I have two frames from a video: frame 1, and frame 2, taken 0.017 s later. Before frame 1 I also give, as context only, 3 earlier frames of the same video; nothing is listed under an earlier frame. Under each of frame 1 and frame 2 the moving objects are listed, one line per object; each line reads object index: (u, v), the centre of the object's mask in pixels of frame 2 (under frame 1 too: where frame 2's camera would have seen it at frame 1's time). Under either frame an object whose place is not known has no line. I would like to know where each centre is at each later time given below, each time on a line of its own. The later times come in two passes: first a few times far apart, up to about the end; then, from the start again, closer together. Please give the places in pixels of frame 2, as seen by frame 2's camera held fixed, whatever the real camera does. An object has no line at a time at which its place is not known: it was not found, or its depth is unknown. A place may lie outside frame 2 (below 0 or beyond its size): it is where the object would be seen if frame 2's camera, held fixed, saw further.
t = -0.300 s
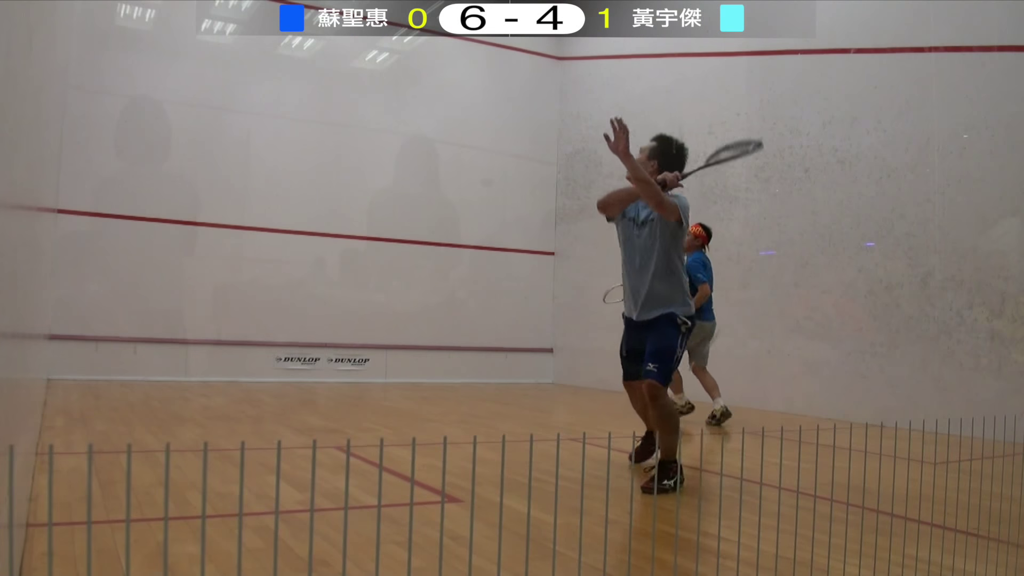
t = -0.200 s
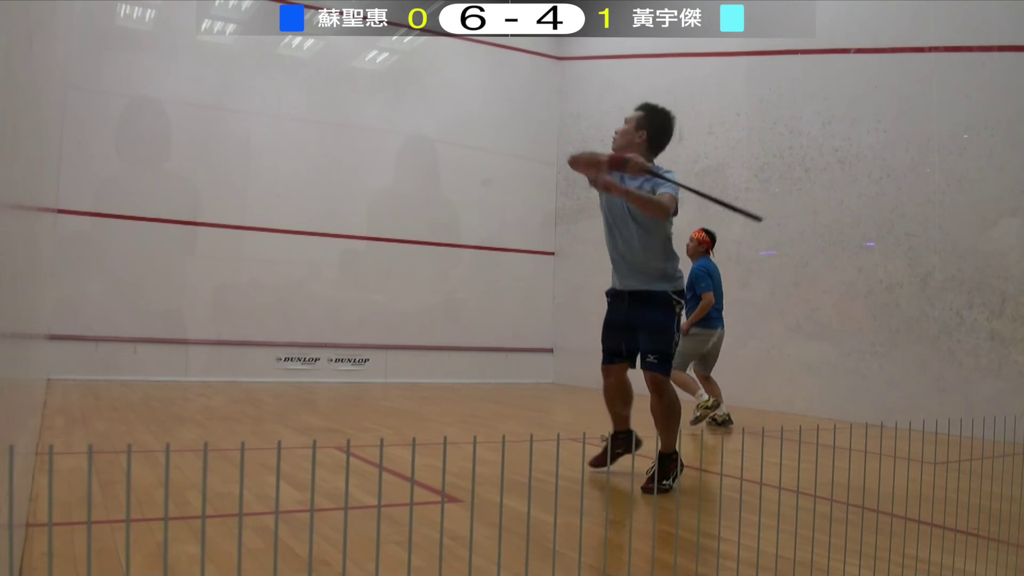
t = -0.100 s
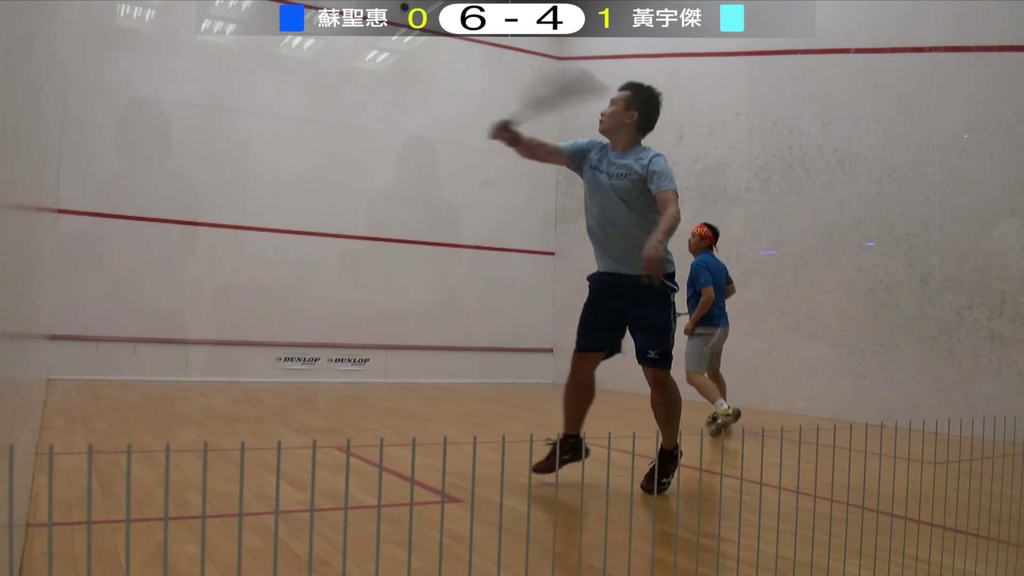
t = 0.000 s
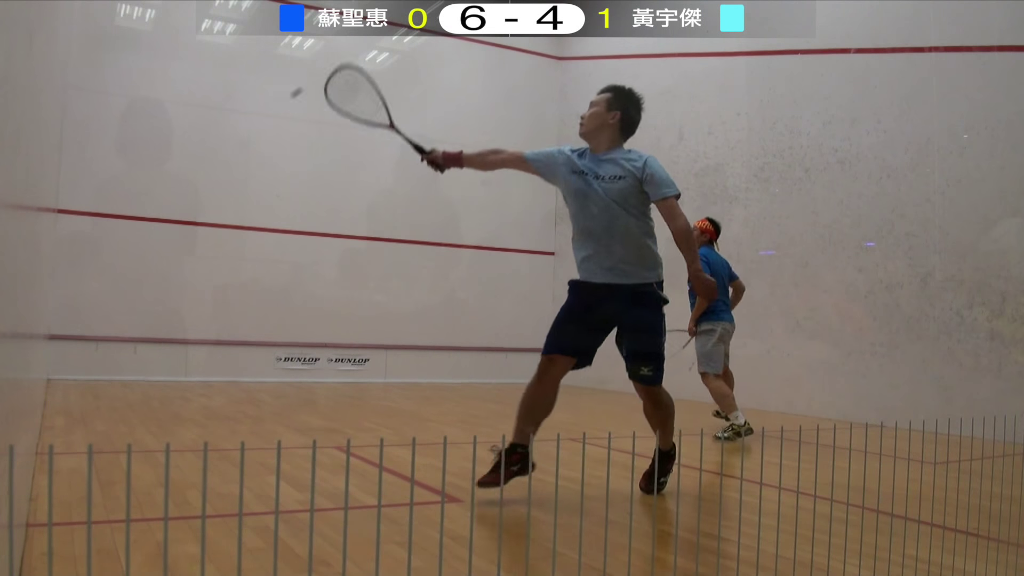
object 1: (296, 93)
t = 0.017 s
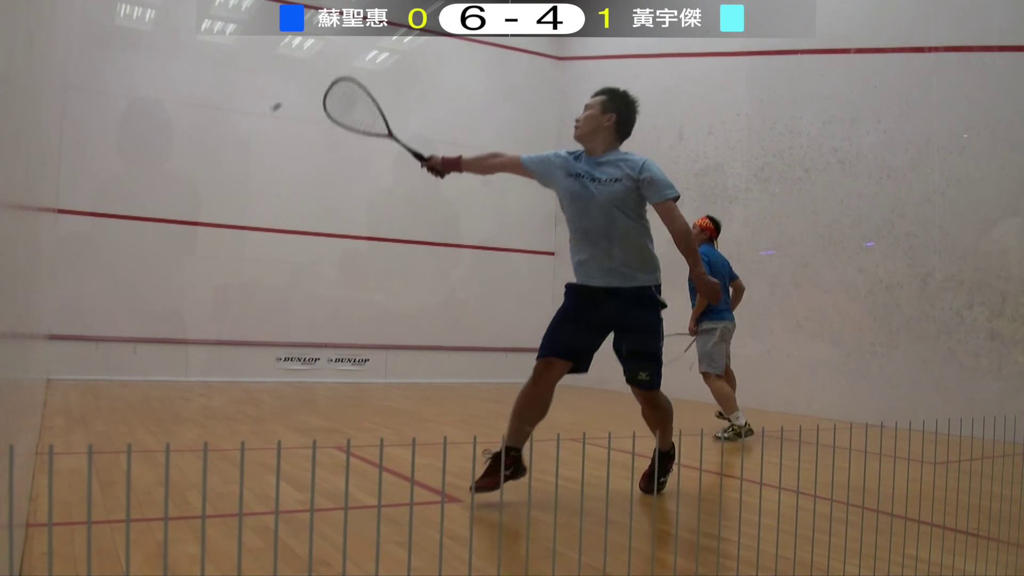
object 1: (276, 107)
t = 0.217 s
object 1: (174, 196)
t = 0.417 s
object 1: (191, 204)
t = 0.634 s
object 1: (217, 275)
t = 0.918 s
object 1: (263, 389)
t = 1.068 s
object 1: (290, 338)
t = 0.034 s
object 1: (259, 119)
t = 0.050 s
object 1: (245, 130)
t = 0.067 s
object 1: (233, 140)
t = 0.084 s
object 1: (222, 149)
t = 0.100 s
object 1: (212, 157)
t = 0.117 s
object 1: (203, 165)
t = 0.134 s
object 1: (196, 172)
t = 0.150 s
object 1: (189, 178)
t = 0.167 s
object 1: (183, 185)
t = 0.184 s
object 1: (177, 191)
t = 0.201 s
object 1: (173, 197)
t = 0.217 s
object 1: (174, 196)
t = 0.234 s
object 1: (176, 195)
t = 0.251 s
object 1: (176, 194)
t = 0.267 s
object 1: (178, 194)
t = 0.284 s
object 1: (180, 194)
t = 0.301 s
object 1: (181, 194)
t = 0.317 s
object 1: (182, 195)
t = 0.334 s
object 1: (183, 195)
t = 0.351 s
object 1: (185, 197)
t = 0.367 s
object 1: (187, 198)
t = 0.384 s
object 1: (189, 200)
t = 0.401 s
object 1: (190, 201)
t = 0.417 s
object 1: (191, 204)
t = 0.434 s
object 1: (193, 207)
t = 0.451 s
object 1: (195, 210)
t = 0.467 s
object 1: (196, 214)
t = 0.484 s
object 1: (199, 218)
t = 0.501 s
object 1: (200, 221)
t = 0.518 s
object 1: (201, 227)
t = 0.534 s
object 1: (204, 232)
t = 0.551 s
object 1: (206, 238)
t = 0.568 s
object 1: (208, 244)
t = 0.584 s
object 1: (209, 251)
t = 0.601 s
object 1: (212, 258)
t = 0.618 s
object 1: (213, 265)
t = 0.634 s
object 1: (217, 275)
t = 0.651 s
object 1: (219, 285)
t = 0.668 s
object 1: (221, 294)
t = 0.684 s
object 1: (223, 306)
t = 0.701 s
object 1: (226, 318)
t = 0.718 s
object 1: (229, 330)
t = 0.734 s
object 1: (231, 344)
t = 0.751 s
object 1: (234, 358)
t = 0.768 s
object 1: (237, 374)
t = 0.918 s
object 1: (263, 389)
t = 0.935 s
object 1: (266, 382)
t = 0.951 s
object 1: (269, 376)
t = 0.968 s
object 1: (271, 369)
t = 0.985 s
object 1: (274, 363)
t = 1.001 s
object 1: (277, 358)
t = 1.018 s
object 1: (280, 352)
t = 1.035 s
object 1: (284, 346)
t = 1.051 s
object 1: (286, 342)
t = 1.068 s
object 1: (290, 338)
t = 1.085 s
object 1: (293, 334)
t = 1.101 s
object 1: (296, 331)
